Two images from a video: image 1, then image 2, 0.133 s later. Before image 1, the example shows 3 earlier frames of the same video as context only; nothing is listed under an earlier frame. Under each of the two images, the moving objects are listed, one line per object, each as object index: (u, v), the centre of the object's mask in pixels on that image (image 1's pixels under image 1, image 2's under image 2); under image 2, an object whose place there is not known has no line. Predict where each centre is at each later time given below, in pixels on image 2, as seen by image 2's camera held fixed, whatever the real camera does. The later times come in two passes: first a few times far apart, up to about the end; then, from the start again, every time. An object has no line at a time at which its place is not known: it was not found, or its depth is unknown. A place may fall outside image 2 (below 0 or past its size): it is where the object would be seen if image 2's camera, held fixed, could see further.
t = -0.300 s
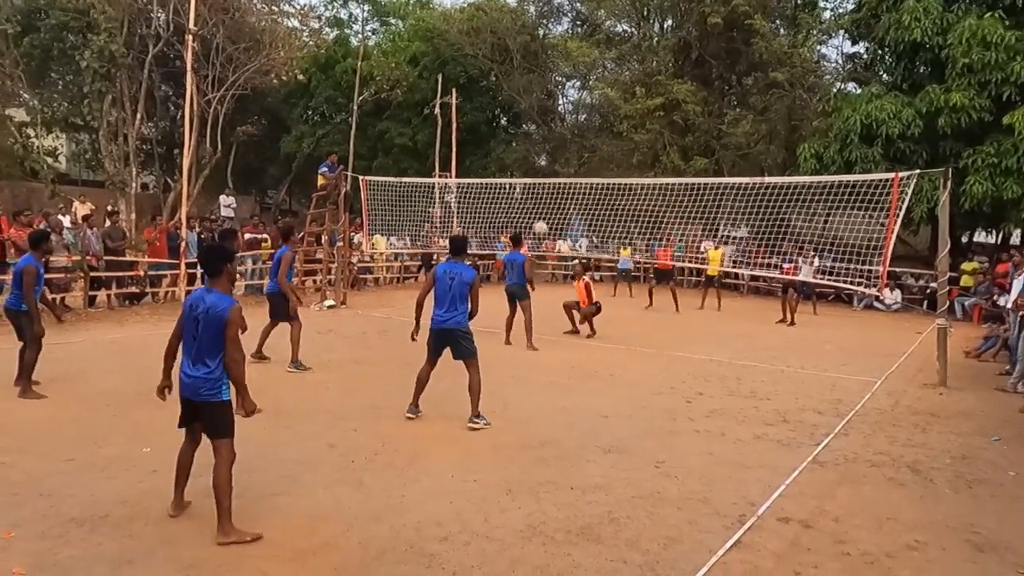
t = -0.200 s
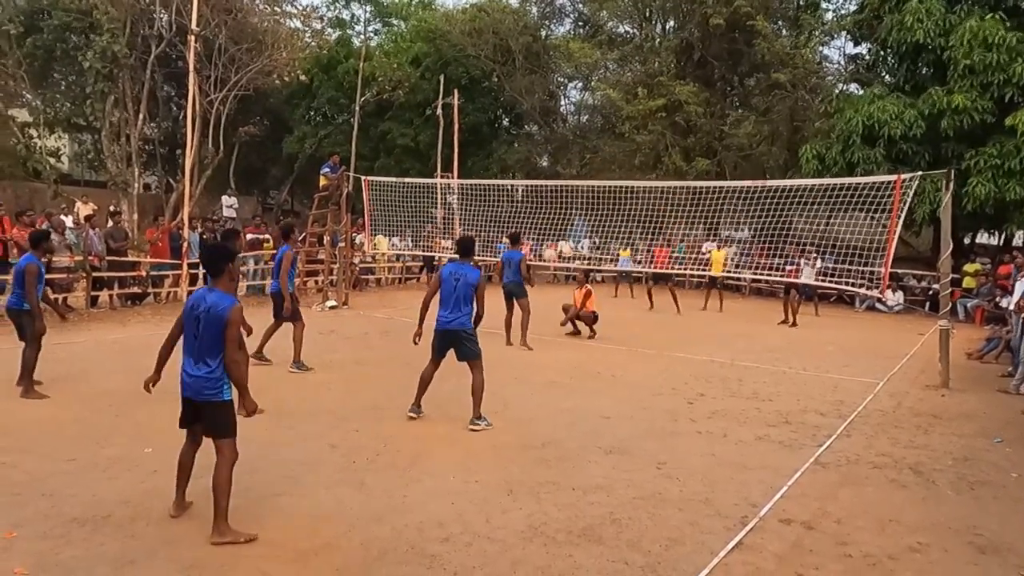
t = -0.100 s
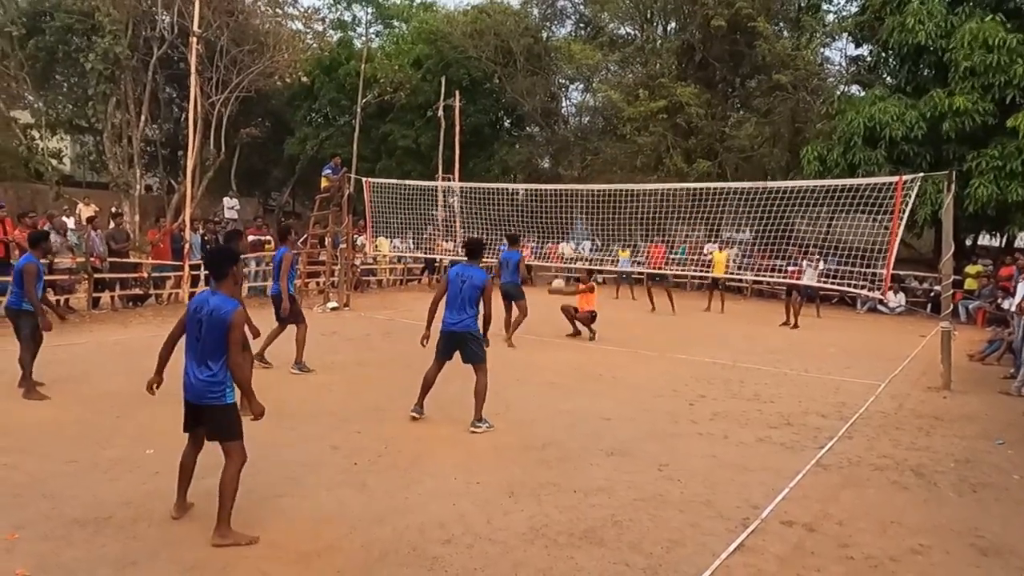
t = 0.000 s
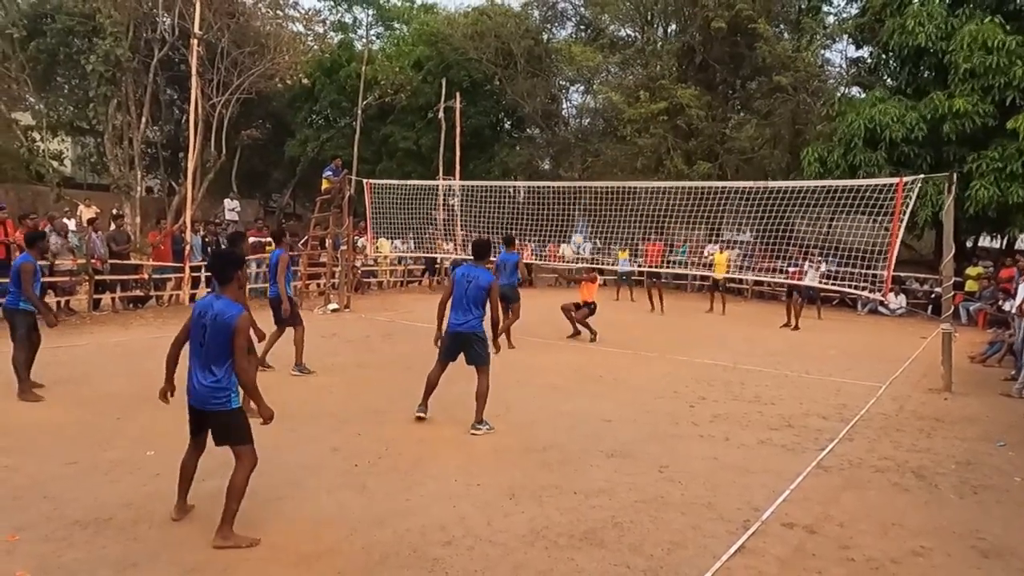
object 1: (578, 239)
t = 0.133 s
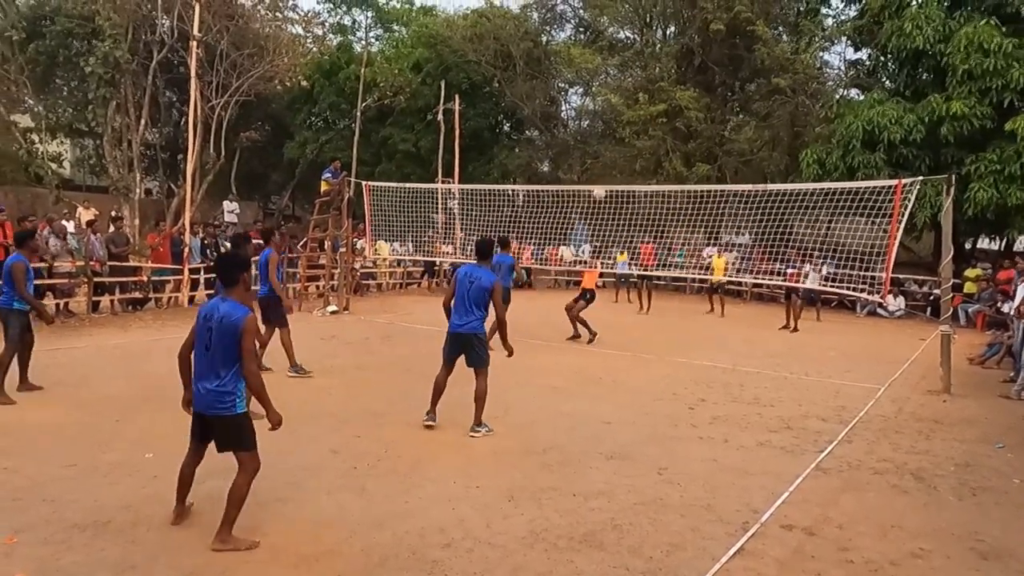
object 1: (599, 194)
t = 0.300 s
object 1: (624, 152)
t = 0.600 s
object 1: (660, 125)
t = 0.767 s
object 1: (676, 131)
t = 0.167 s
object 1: (604, 182)
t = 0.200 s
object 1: (609, 174)
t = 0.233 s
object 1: (614, 166)
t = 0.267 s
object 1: (619, 159)
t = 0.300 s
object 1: (624, 152)
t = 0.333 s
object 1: (628, 147)
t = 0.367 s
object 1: (633, 142)
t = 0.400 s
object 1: (637, 137)
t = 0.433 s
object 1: (641, 133)
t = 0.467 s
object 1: (645, 130)
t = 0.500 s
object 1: (649, 128)
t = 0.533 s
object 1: (653, 126)
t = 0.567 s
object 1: (657, 125)
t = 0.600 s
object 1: (660, 125)
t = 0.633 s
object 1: (663, 125)
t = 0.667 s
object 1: (667, 125)
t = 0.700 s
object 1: (670, 127)
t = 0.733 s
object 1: (673, 129)
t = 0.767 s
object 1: (676, 131)
